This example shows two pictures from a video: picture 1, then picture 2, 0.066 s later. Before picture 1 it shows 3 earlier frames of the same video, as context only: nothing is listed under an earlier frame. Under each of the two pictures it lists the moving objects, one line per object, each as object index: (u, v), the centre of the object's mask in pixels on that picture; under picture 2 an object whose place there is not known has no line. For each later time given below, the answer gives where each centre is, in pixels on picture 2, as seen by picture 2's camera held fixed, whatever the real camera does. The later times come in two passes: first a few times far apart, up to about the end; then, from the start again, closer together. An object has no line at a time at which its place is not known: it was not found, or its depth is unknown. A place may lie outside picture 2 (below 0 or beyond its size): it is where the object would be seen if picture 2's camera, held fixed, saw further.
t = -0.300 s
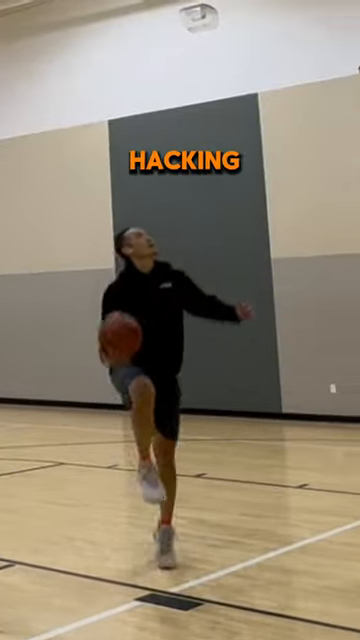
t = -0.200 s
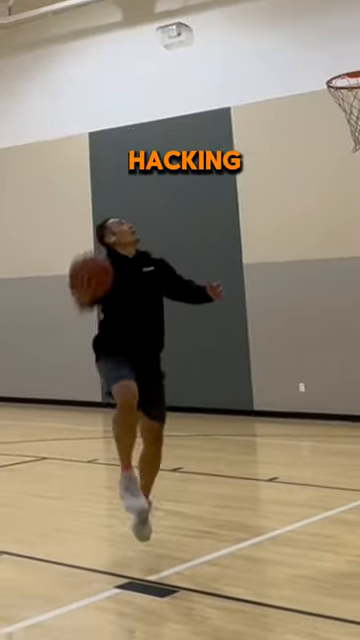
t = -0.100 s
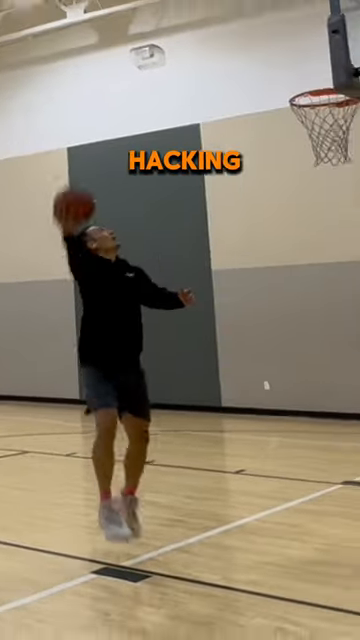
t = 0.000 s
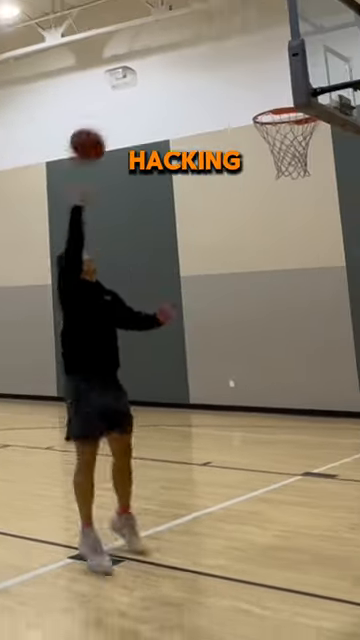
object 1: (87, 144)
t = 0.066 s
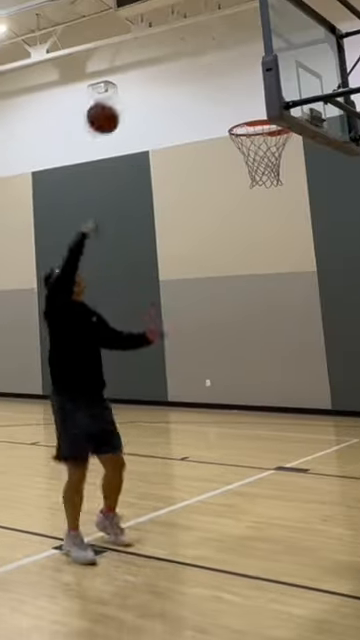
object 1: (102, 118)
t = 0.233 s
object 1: (177, 55)
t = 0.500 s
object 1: (250, 45)
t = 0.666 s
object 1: (239, 99)
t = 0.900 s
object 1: (249, 114)
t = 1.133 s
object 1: (269, 157)
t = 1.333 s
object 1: (282, 235)
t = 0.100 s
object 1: (117, 100)
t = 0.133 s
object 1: (133, 86)
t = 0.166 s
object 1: (148, 73)
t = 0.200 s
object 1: (163, 64)
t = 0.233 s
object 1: (177, 55)
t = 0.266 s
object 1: (192, 48)
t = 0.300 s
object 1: (206, 43)
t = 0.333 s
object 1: (220, 38)
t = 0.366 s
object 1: (235, 35)
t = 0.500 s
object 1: (250, 45)
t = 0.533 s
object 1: (248, 53)
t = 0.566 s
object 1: (245, 63)
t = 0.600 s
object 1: (243, 74)
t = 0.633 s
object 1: (241, 87)
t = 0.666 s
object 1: (239, 99)
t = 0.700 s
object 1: (237, 112)
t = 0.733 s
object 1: (235, 116)
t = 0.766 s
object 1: (238, 114)
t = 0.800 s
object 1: (241, 112)
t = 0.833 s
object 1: (244, 111)
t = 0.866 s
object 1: (246, 112)
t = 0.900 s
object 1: (249, 114)
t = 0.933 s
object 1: (252, 119)
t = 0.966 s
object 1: (255, 123)
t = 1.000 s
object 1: (259, 129)
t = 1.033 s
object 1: (262, 134)
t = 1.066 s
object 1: (265, 140)
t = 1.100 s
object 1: (267, 148)
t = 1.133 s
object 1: (269, 157)
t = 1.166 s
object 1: (271, 168)
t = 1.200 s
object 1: (273, 178)
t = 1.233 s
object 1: (275, 189)
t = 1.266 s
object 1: (277, 203)
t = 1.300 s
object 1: (280, 218)
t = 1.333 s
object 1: (282, 235)
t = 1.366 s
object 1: (285, 252)
